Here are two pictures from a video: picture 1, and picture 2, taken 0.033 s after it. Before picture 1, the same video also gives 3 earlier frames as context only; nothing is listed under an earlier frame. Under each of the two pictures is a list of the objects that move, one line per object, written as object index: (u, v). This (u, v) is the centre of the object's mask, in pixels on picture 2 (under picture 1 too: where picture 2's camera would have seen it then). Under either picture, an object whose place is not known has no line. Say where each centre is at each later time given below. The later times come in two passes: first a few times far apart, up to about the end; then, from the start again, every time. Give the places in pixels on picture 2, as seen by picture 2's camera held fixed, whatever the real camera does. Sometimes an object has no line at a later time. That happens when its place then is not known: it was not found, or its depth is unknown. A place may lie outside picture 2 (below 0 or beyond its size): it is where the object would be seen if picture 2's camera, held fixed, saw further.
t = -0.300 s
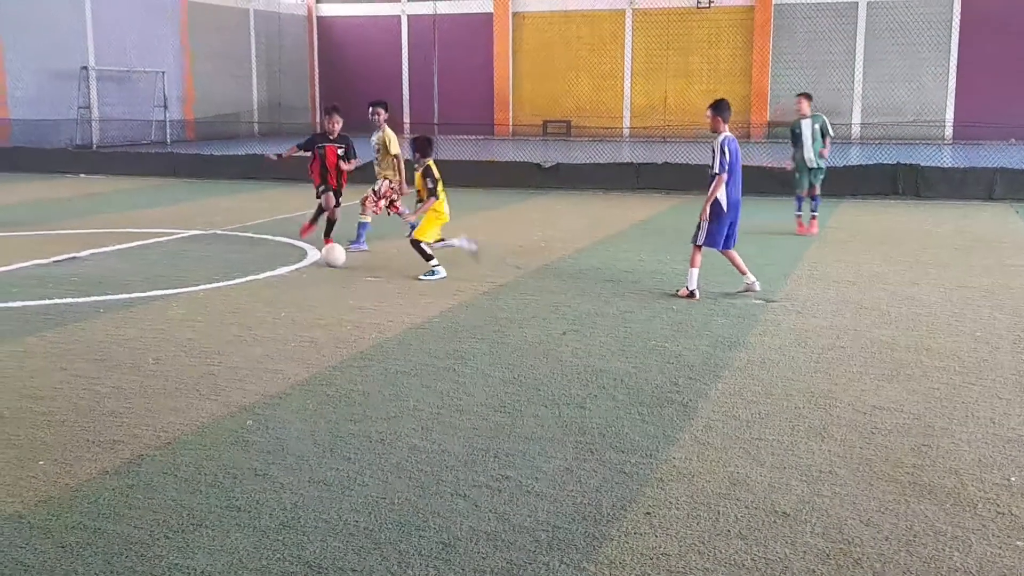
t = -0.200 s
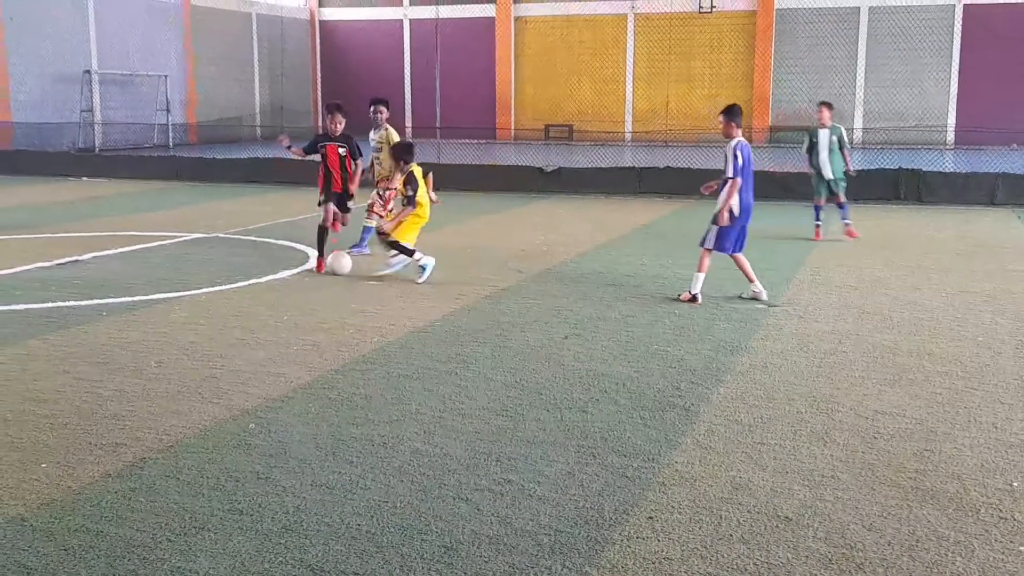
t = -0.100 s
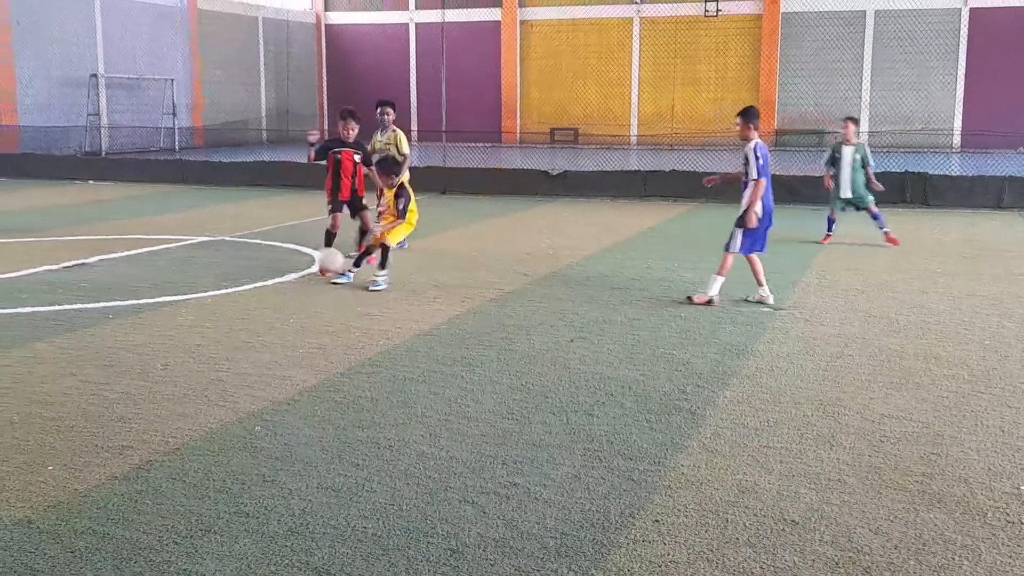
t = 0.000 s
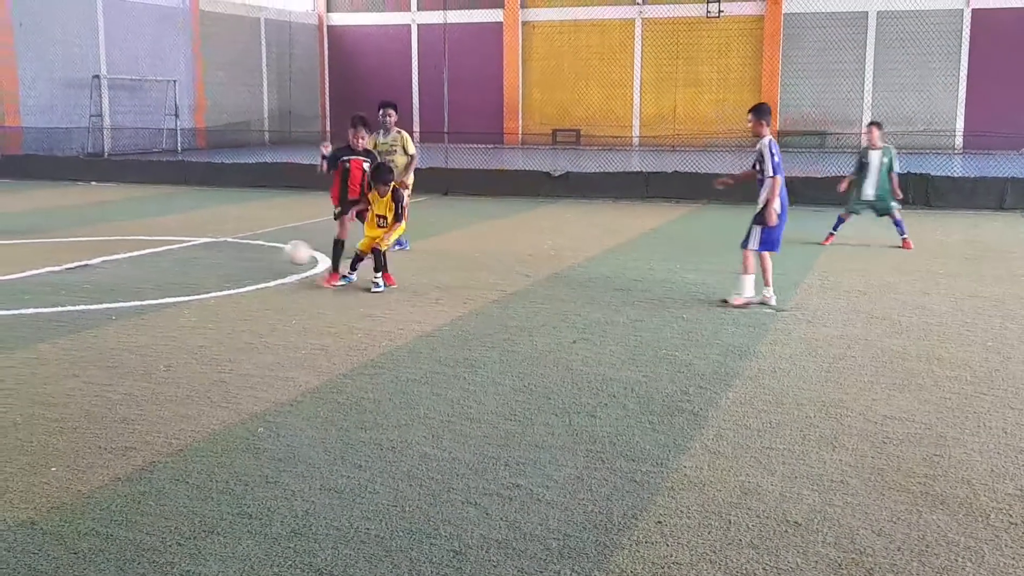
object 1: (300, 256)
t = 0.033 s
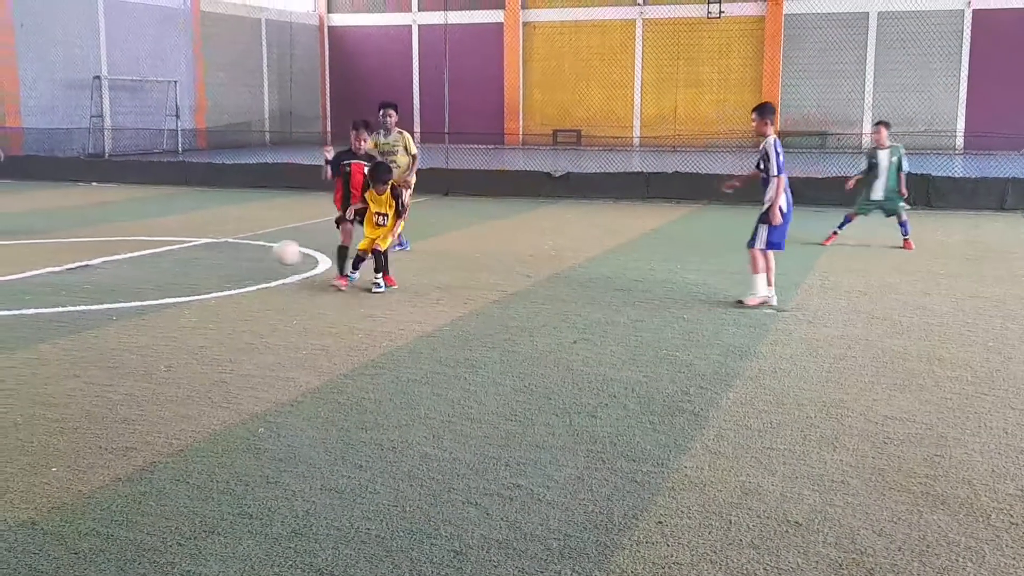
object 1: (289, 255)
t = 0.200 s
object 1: (227, 273)
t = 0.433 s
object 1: (170, 286)
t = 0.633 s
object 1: (132, 299)
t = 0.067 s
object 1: (278, 256)
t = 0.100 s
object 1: (266, 258)
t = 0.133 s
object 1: (253, 262)
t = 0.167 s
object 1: (239, 266)
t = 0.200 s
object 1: (227, 273)
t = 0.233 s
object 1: (213, 282)
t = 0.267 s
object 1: (200, 291)
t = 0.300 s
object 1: (193, 287)
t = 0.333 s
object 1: (187, 286)
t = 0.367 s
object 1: (182, 285)
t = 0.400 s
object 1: (176, 284)
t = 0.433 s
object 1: (170, 286)
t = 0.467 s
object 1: (163, 289)
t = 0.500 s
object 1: (157, 295)
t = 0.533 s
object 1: (151, 298)
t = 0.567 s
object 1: (145, 296)
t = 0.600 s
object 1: (140, 298)
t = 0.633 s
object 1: (132, 299)
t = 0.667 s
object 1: (126, 304)
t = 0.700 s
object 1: (120, 304)
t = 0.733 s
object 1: (112, 304)
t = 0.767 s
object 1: (104, 306)
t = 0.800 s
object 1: (98, 309)
